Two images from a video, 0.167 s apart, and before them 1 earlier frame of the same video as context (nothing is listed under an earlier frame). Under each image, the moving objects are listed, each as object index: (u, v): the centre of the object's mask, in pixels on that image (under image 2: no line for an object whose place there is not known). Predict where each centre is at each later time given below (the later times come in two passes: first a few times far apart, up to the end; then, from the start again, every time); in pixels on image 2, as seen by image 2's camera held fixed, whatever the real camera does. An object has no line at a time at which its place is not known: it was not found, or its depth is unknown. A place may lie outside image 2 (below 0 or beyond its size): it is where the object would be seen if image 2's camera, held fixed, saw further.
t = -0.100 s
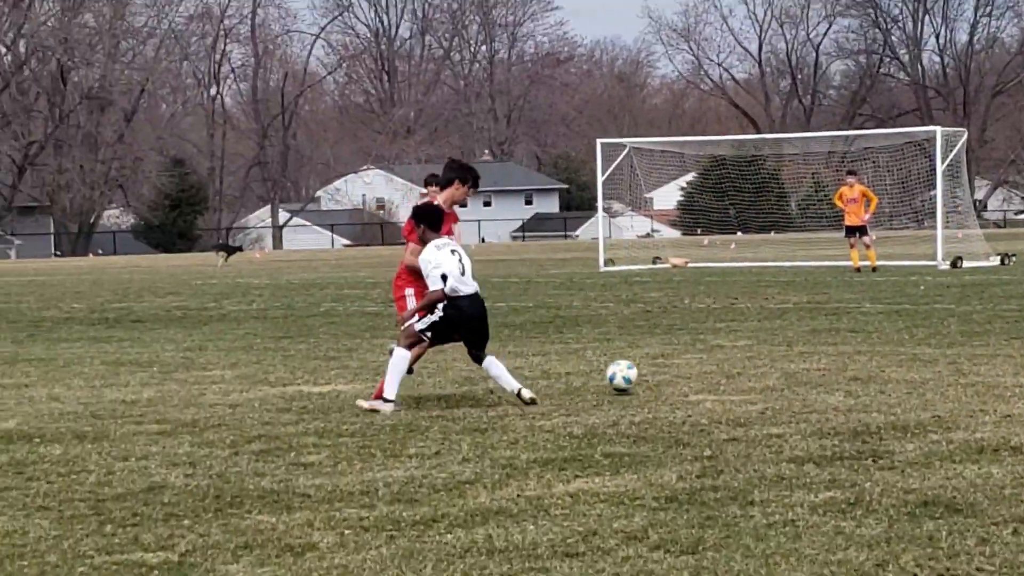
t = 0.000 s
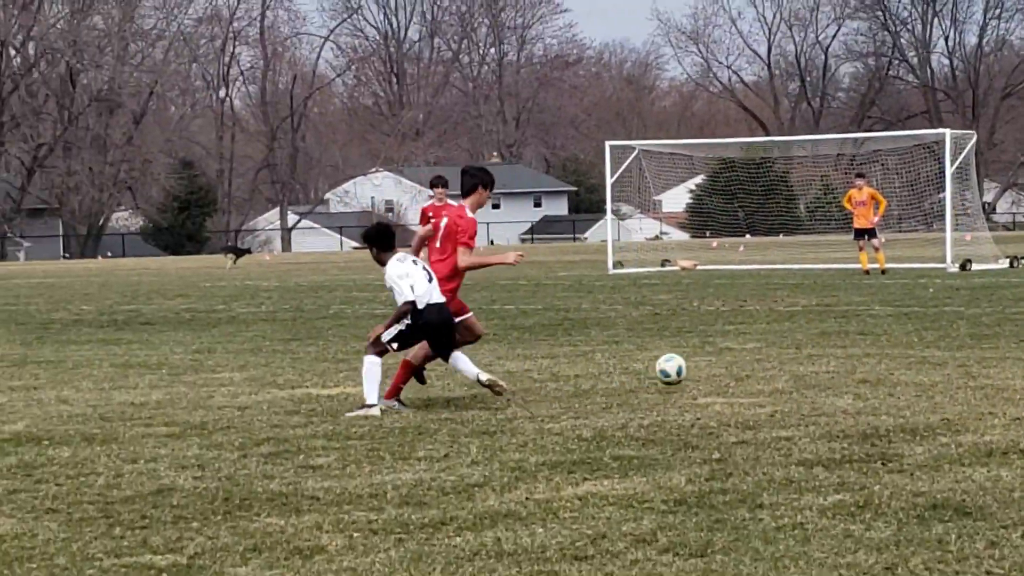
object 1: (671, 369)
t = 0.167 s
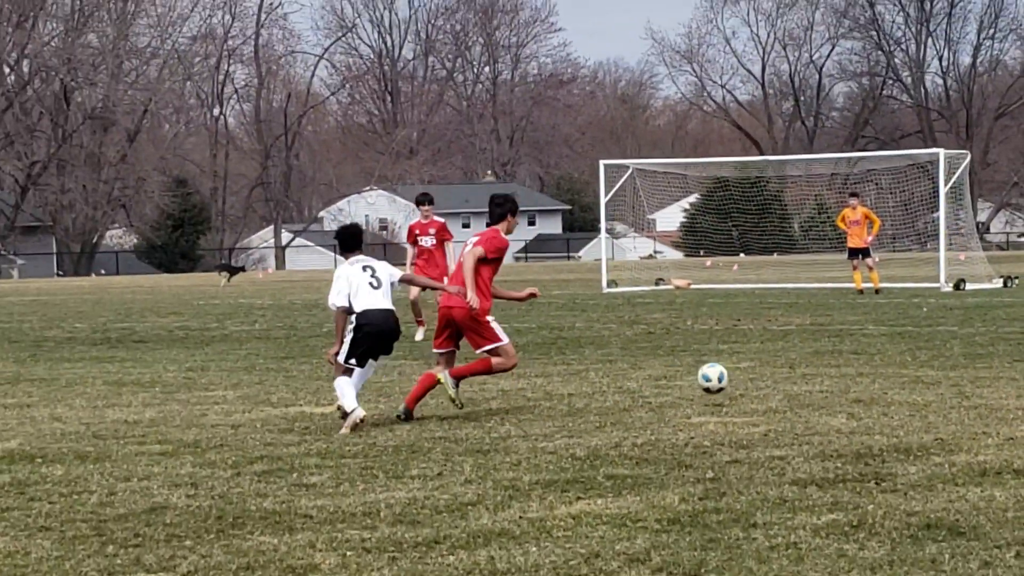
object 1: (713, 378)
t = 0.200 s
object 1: (722, 381)
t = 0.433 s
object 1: (785, 378)
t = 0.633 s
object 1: (836, 377)
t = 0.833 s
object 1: (883, 372)
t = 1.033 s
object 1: (927, 367)
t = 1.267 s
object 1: (972, 366)
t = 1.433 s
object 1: (1001, 358)
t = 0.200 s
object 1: (722, 381)
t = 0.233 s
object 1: (731, 385)
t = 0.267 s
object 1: (740, 389)
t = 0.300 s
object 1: (750, 387)
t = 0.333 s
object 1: (759, 382)
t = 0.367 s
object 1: (768, 379)
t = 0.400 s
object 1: (776, 378)
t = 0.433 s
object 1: (785, 378)
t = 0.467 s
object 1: (794, 380)
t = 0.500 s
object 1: (802, 381)
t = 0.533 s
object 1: (811, 380)
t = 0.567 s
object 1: (819, 379)
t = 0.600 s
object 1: (828, 378)
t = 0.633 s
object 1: (836, 377)
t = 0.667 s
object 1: (844, 376)
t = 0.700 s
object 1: (852, 376)
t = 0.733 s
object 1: (860, 375)
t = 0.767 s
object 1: (868, 374)
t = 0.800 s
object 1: (875, 373)
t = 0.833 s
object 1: (883, 372)
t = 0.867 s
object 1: (891, 372)
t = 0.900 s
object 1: (899, 372)
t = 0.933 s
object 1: (906, 372)
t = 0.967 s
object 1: (913, 369)
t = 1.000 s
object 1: (920, 367)
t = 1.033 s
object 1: (927, 367)
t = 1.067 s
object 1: (934, 367)
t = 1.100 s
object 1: (940, 367)
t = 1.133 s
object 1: (947, 366)
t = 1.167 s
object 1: (953, 365)
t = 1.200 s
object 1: (959, 364)
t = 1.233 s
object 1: (965, 365)
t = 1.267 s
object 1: (972, 366)
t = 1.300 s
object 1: (978, 364)
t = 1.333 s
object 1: (984, 362)
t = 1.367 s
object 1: (990, 360)
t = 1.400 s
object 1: (995, 358)
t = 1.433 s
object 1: (1001, 358)
